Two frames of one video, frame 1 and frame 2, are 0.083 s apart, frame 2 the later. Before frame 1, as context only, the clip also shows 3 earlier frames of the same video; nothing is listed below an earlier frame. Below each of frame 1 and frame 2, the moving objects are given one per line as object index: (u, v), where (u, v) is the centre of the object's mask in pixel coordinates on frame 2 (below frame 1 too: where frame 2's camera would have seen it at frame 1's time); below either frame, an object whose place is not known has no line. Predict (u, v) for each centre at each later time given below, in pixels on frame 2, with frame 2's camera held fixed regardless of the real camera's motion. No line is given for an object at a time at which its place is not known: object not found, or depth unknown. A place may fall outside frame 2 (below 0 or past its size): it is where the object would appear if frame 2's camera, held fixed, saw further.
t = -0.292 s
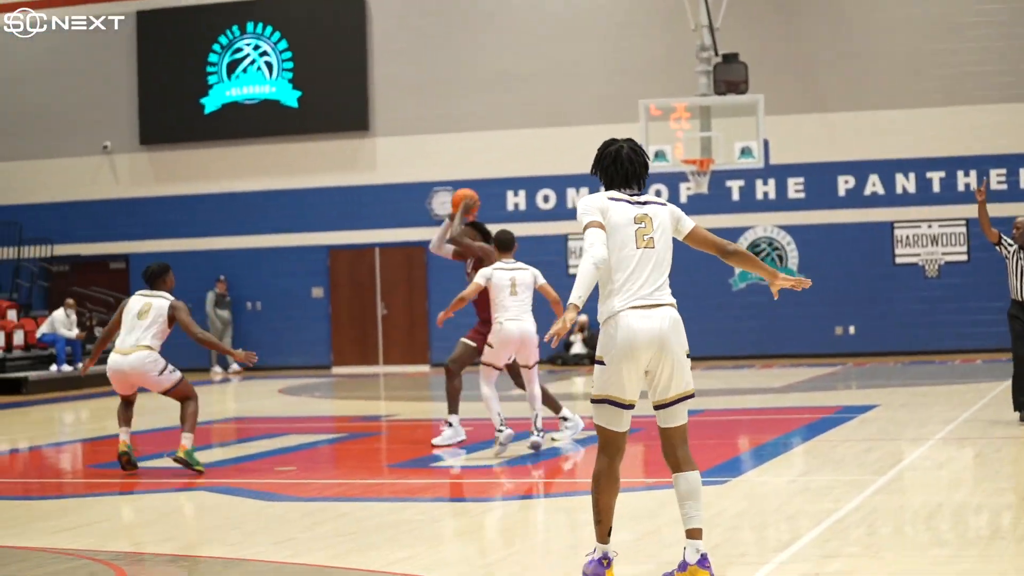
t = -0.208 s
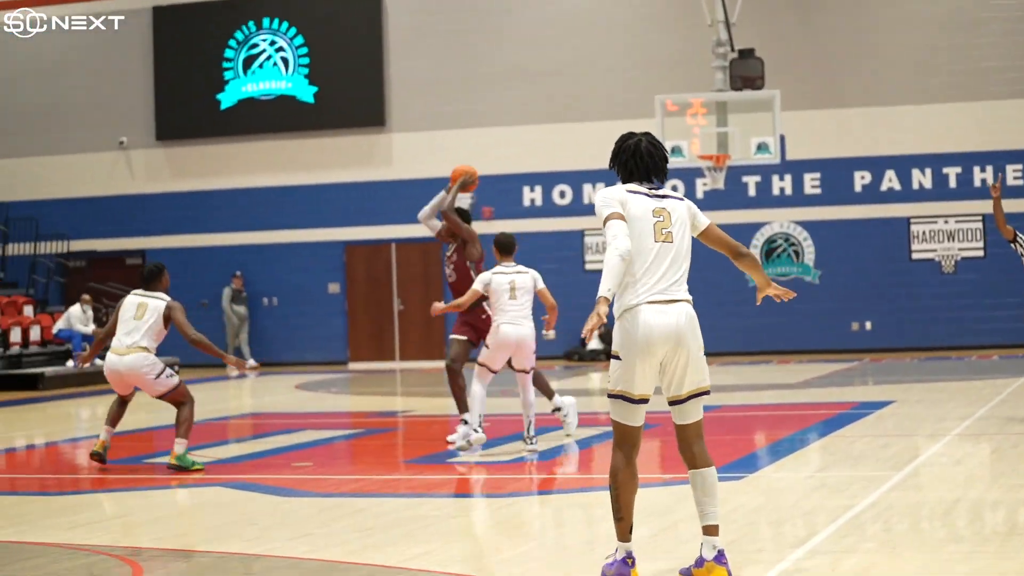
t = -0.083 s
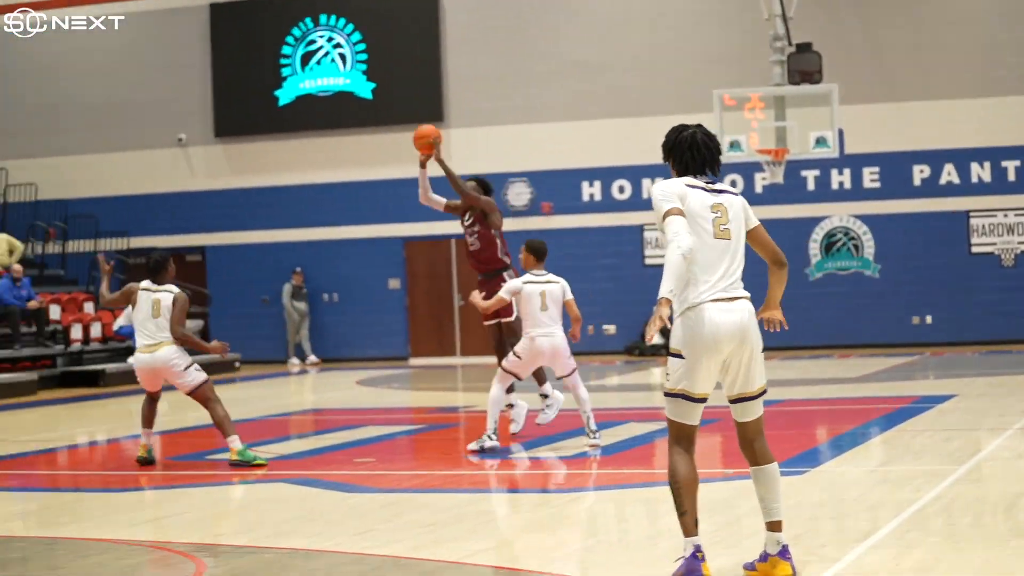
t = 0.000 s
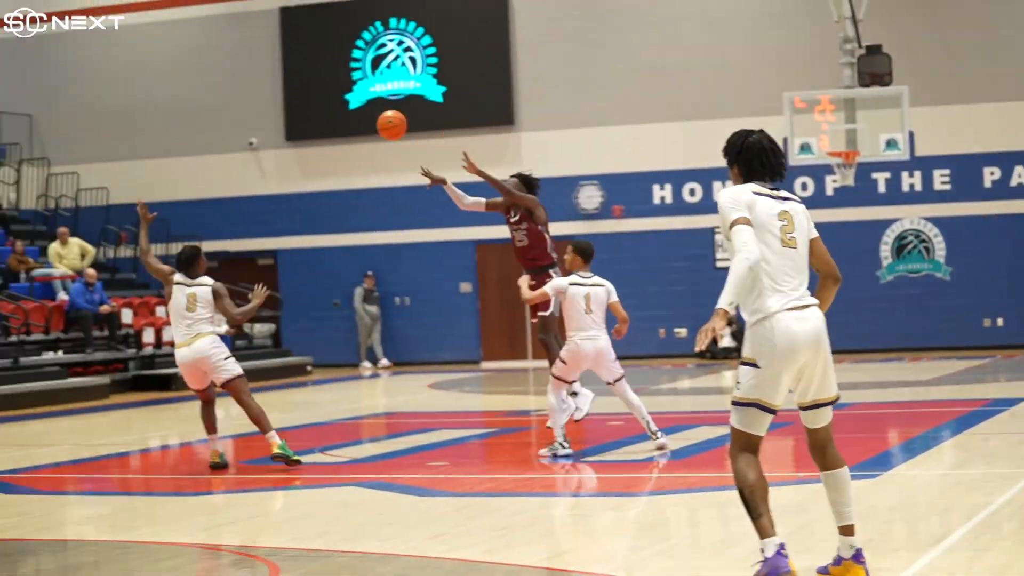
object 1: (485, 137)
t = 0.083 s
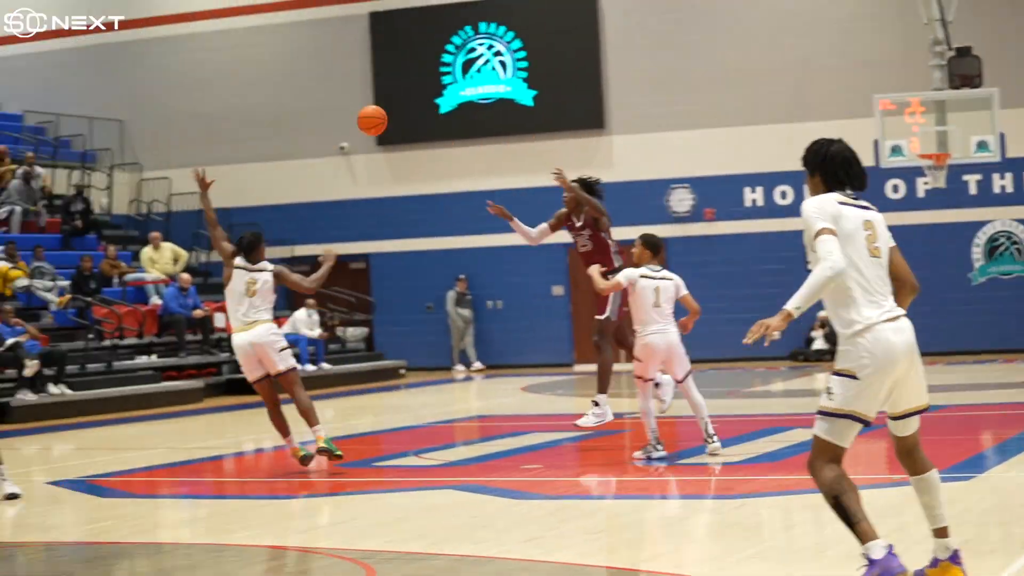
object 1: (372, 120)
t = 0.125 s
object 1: (324, 116)
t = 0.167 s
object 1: (276, 117)
